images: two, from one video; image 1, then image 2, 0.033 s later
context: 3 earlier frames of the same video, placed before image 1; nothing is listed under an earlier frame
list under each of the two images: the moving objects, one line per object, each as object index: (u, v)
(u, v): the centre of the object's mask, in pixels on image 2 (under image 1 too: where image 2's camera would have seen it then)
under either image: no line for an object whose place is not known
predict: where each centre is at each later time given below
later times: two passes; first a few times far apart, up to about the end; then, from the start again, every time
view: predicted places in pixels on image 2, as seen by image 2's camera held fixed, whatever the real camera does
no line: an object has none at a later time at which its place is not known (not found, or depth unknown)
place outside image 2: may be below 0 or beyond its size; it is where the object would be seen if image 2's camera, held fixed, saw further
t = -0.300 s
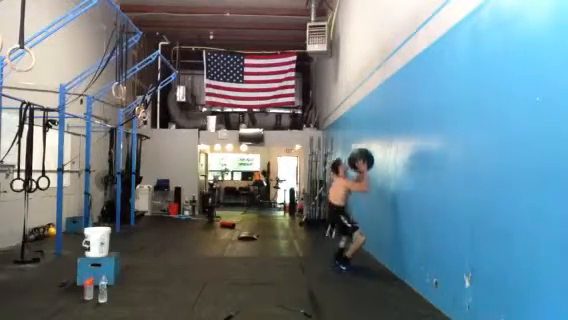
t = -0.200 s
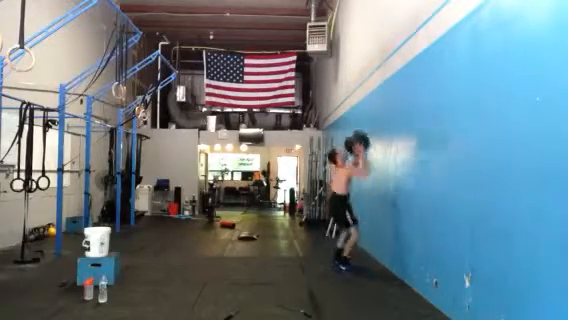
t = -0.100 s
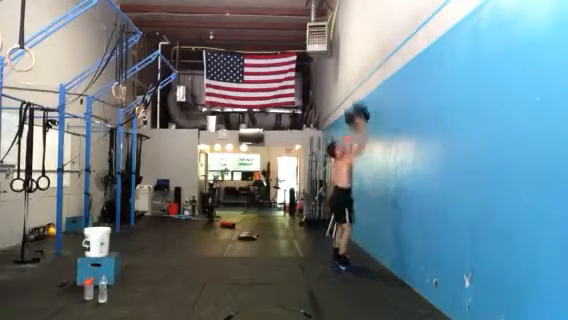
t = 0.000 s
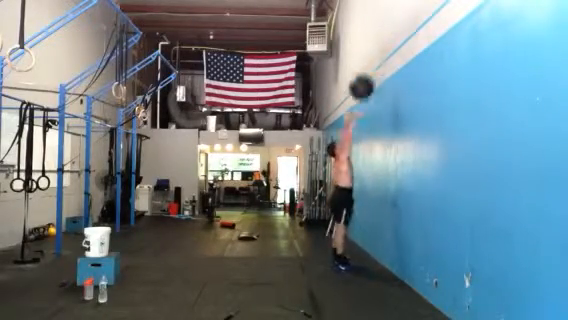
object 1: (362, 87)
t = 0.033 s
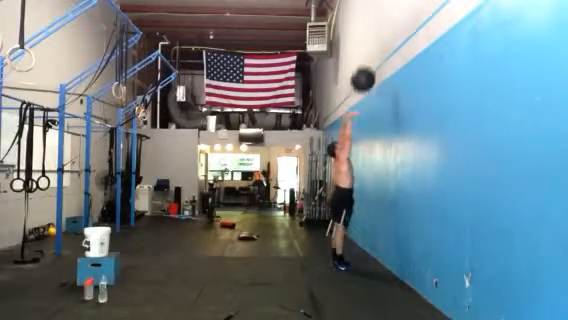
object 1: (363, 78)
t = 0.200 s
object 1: (370, 53)
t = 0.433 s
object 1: (377, 48)
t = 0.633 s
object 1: (371, 70)
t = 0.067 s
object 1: (364, 72)
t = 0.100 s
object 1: (366, 66)
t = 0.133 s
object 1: (367, 61)
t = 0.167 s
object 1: (369, 56)
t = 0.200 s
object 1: (370, 53)
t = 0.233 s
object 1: (371, 50)
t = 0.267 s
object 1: (373, 48)
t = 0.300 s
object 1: (374, 46)
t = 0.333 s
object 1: (376, 46)
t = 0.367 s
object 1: (377, 46)
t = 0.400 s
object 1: (378, 47)
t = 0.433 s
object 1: (377, 48)
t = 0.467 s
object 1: (376, 50)
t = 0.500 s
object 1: (375, 53)
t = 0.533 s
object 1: (374, 56)
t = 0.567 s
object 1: (373, 60)
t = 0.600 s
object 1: (372, 65)
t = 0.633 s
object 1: (371, 70)
